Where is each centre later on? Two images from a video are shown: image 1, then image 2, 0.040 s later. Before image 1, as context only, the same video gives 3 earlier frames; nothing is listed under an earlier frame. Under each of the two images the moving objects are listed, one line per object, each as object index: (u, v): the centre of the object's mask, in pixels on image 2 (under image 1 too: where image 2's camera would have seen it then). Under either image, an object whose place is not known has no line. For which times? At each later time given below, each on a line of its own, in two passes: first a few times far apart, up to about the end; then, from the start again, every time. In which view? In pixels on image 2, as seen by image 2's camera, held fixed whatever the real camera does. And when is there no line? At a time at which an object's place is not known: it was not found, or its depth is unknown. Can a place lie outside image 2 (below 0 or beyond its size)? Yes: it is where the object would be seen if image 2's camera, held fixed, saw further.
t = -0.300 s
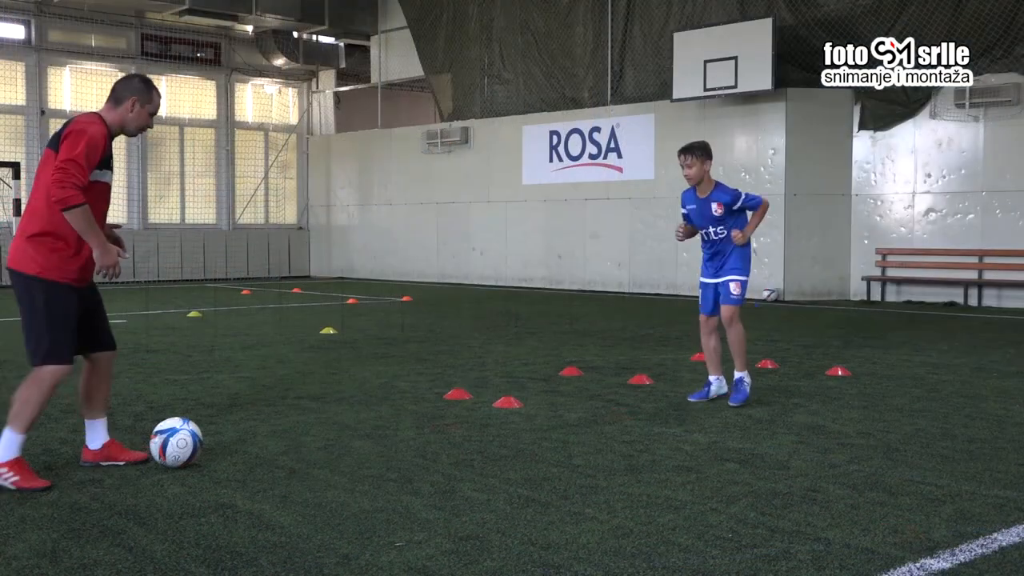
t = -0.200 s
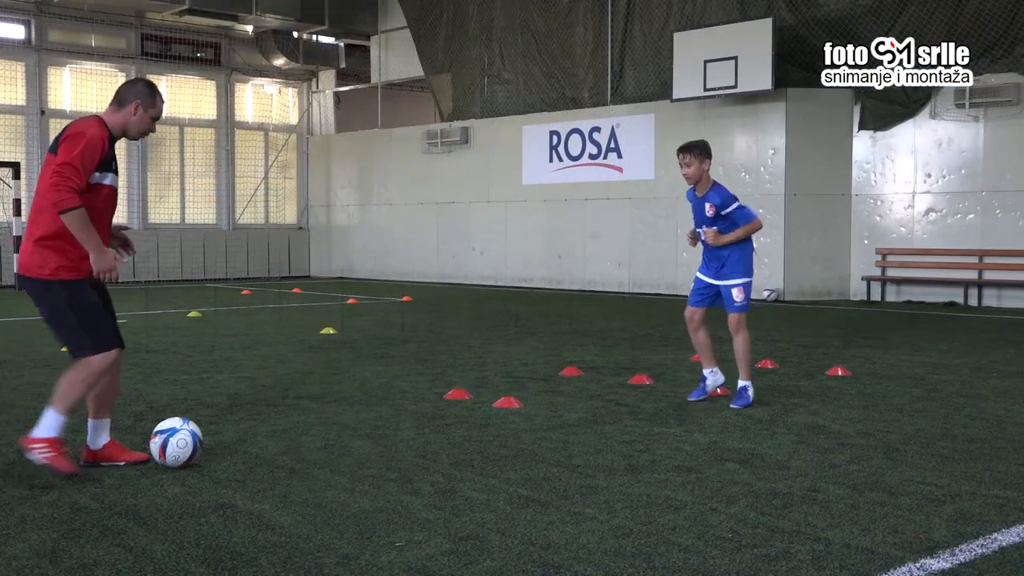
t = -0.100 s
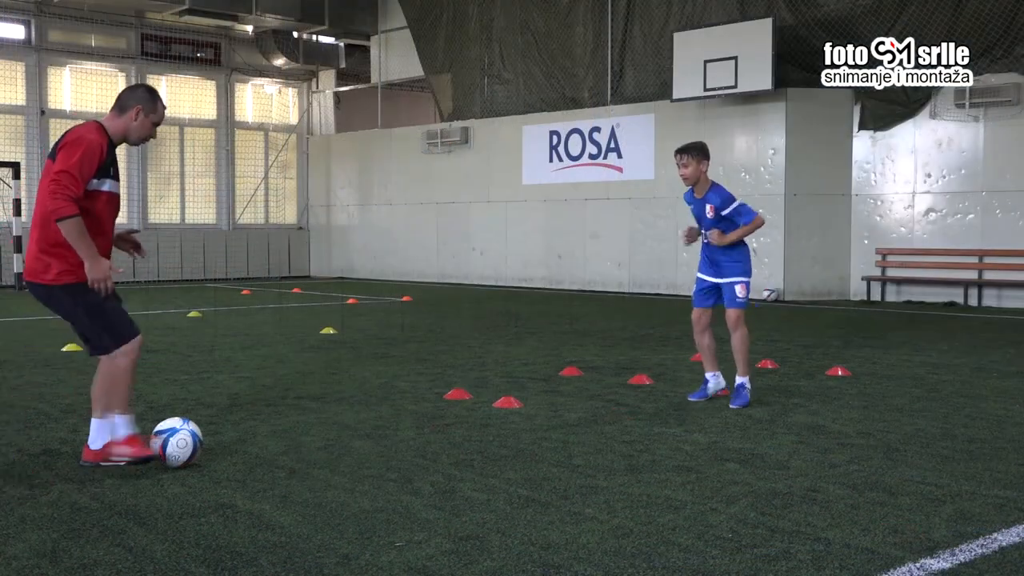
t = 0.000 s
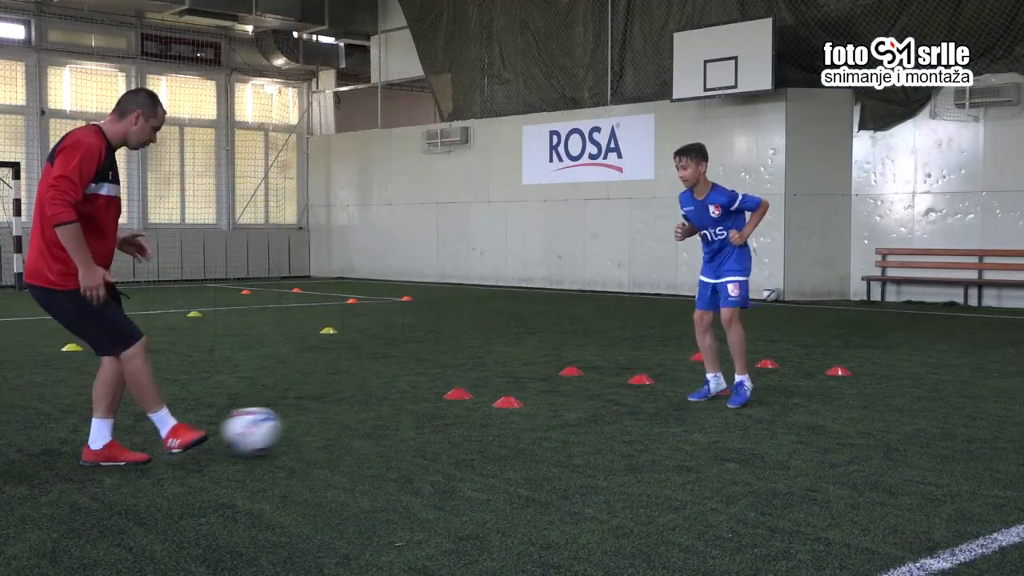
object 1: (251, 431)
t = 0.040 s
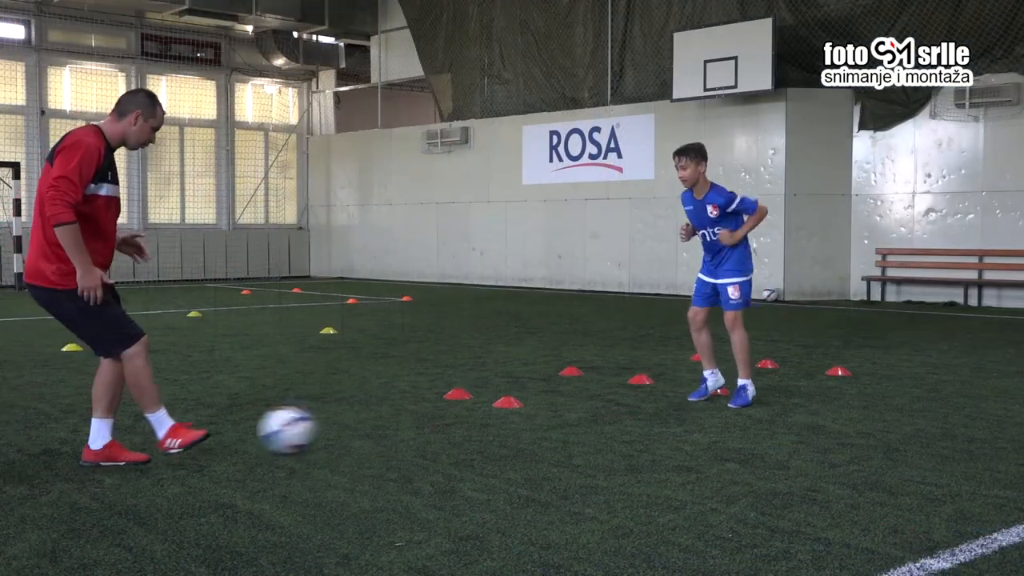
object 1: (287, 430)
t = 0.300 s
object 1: (445, 410)
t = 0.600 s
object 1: (571, 394)
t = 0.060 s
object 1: (302, 427)
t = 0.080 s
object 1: (317, 424)
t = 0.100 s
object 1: (331, 422)
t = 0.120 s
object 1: (345, 420)
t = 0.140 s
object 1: (358, 419)
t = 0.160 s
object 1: (371, 419)
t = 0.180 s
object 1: (382, 418)
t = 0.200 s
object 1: (394, 415)
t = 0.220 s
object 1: (405, 414)
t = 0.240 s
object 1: (416, 413)
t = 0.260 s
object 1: (425, 413)
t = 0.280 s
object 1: (434, 411)
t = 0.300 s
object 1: (445, 410)
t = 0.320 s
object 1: (454, 410)
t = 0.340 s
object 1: (464, 408)
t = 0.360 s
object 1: (473, 406)
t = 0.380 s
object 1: (482, 406)
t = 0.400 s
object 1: (490, 404)
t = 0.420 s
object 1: (498, 404)
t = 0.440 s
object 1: (507, 403)
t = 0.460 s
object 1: (515, 401)
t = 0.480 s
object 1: (524, 400)
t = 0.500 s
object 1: (531, 399)
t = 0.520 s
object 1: (540, 398)
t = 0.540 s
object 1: (549, 398)
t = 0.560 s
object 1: (556, 397)
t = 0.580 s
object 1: (563, 395)
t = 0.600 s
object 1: (571, 394)
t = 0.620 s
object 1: (578, 394)
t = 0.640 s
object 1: (585, 393)
